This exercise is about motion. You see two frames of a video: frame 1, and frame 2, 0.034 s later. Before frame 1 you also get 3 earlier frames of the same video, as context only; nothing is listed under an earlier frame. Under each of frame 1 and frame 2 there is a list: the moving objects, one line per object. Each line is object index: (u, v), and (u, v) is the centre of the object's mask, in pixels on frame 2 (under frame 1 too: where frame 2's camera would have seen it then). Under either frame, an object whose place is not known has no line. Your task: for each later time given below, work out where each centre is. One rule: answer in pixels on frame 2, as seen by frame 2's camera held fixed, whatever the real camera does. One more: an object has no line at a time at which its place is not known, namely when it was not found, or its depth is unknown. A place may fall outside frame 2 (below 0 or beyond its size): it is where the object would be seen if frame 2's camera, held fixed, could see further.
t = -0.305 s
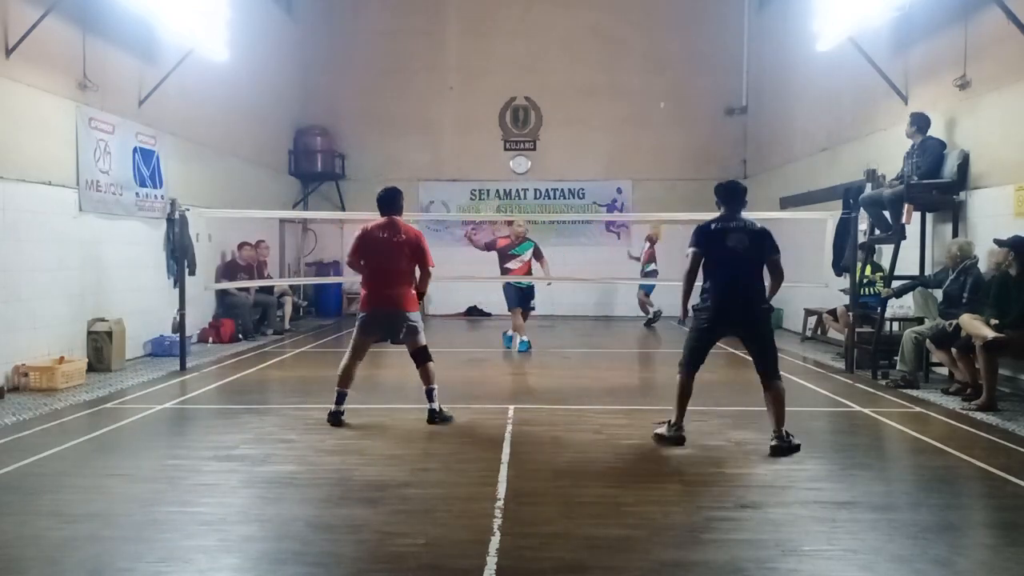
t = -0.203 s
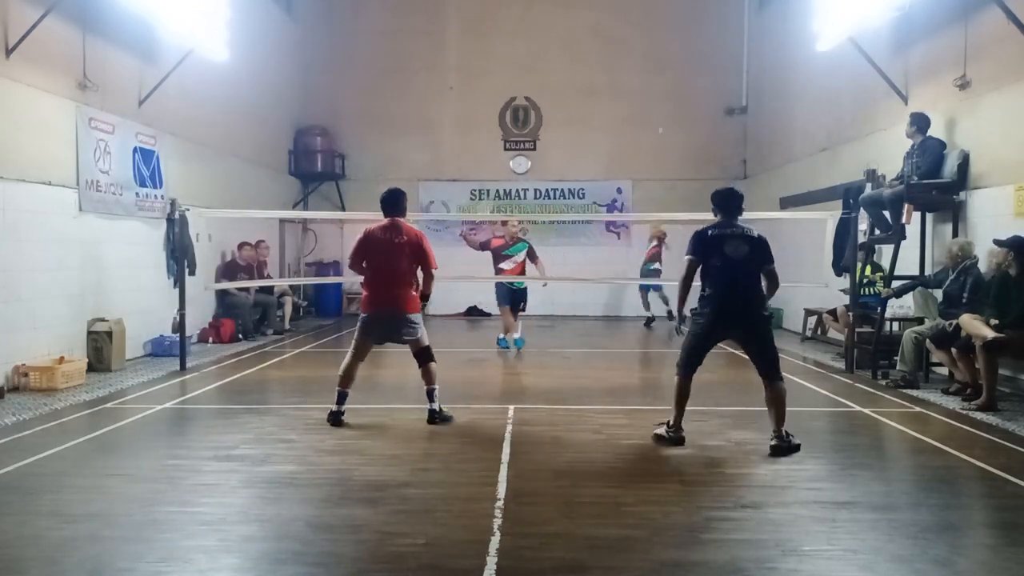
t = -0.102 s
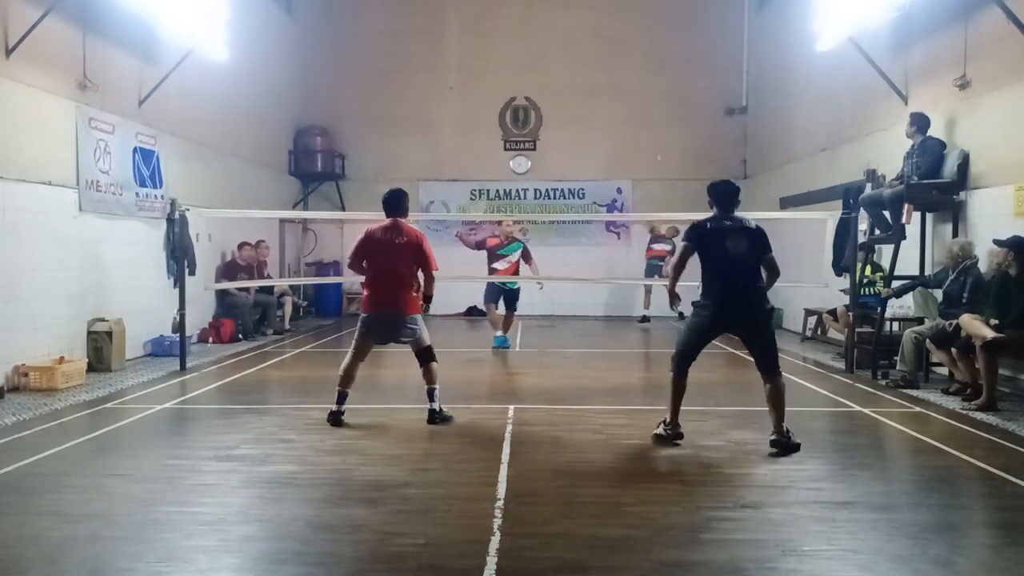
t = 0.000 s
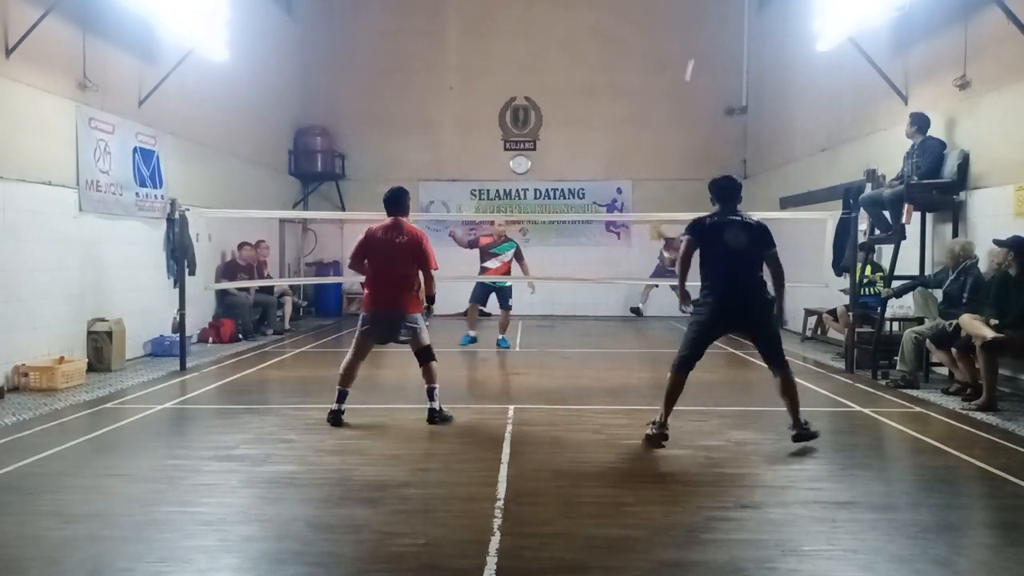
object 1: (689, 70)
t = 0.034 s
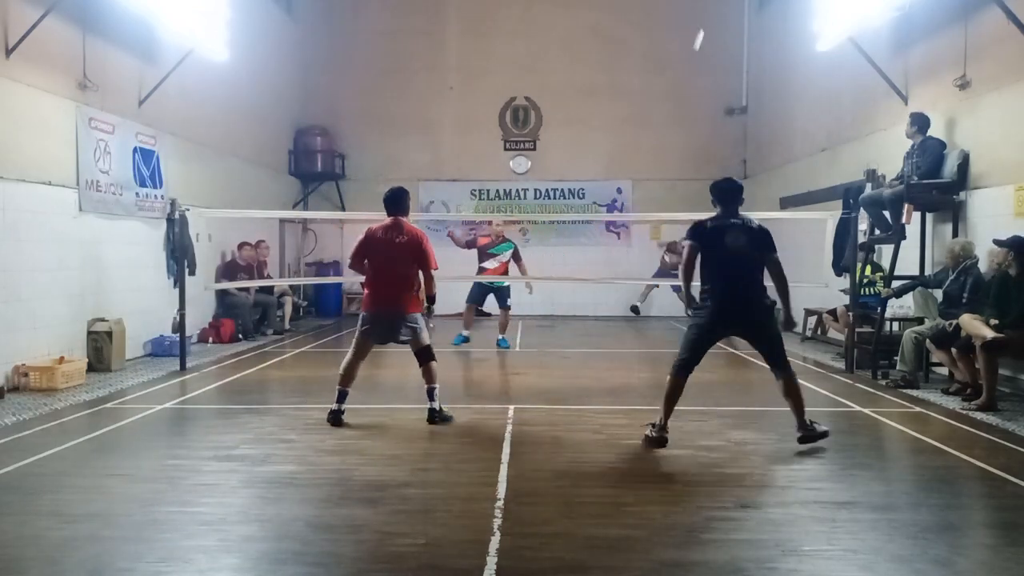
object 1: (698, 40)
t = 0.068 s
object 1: (706, 14)
